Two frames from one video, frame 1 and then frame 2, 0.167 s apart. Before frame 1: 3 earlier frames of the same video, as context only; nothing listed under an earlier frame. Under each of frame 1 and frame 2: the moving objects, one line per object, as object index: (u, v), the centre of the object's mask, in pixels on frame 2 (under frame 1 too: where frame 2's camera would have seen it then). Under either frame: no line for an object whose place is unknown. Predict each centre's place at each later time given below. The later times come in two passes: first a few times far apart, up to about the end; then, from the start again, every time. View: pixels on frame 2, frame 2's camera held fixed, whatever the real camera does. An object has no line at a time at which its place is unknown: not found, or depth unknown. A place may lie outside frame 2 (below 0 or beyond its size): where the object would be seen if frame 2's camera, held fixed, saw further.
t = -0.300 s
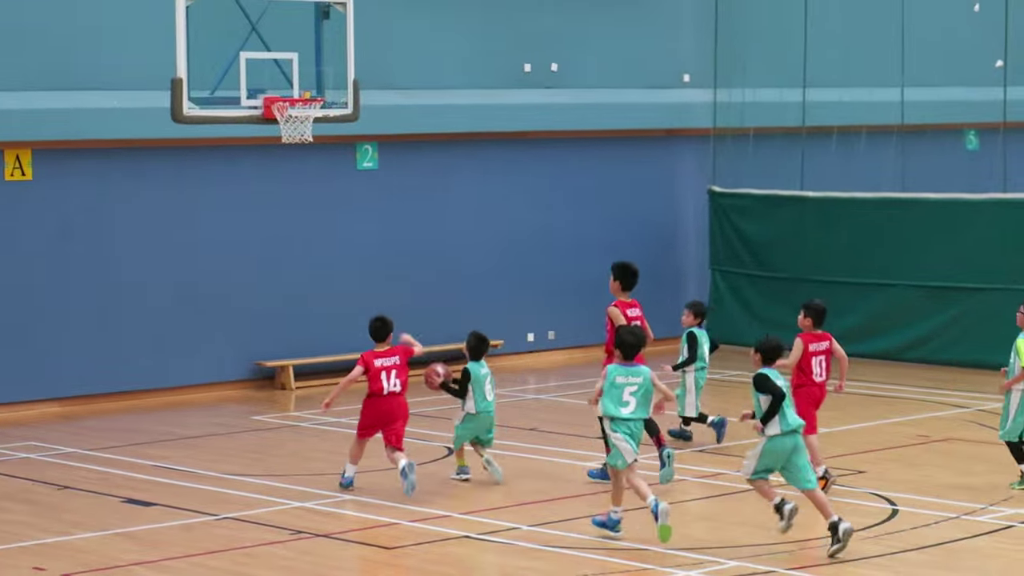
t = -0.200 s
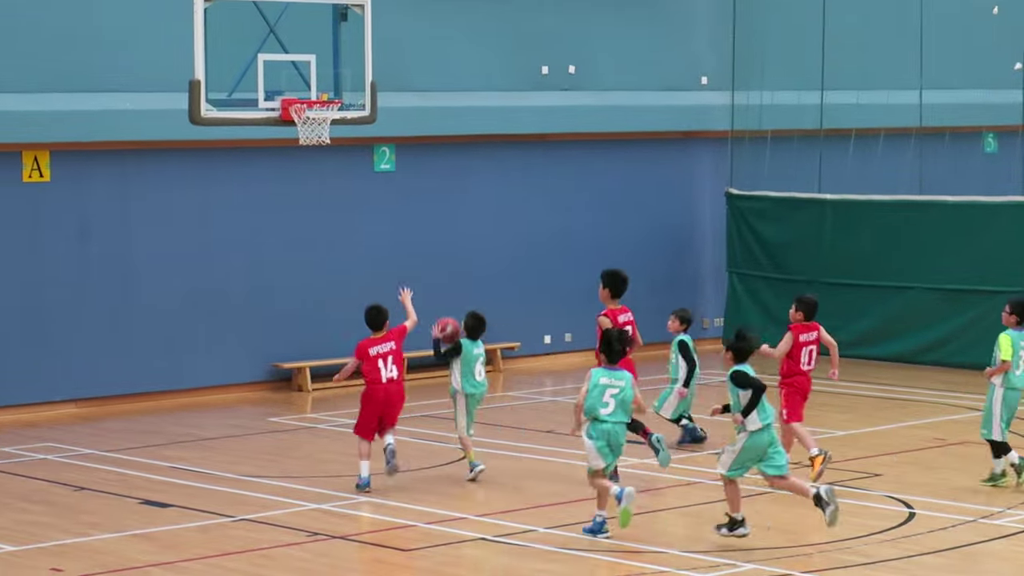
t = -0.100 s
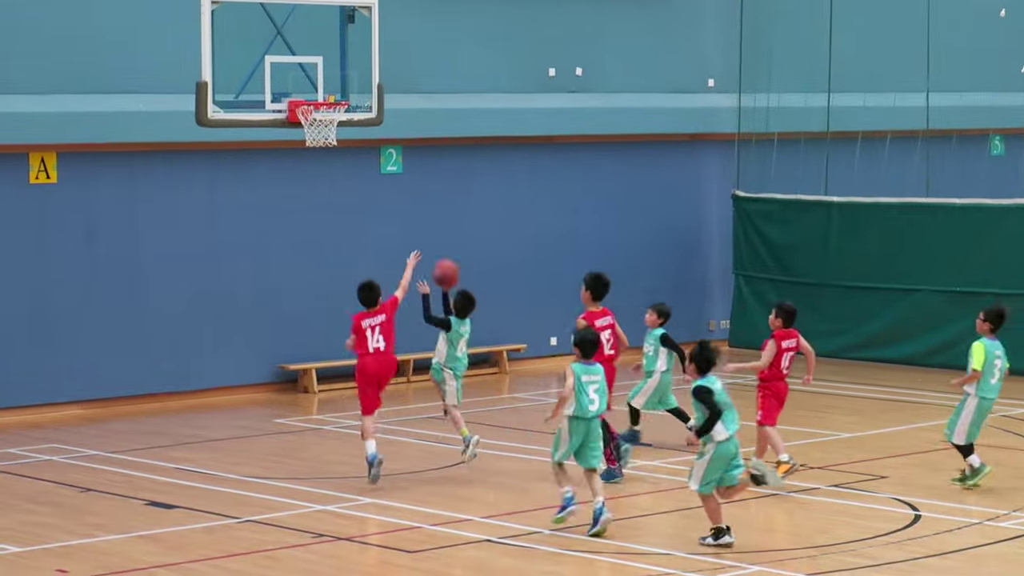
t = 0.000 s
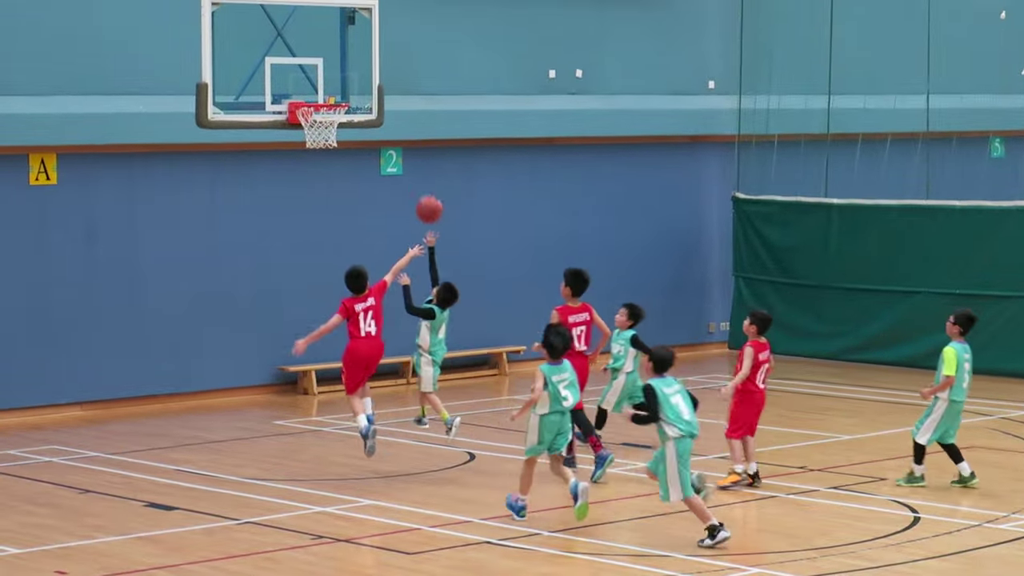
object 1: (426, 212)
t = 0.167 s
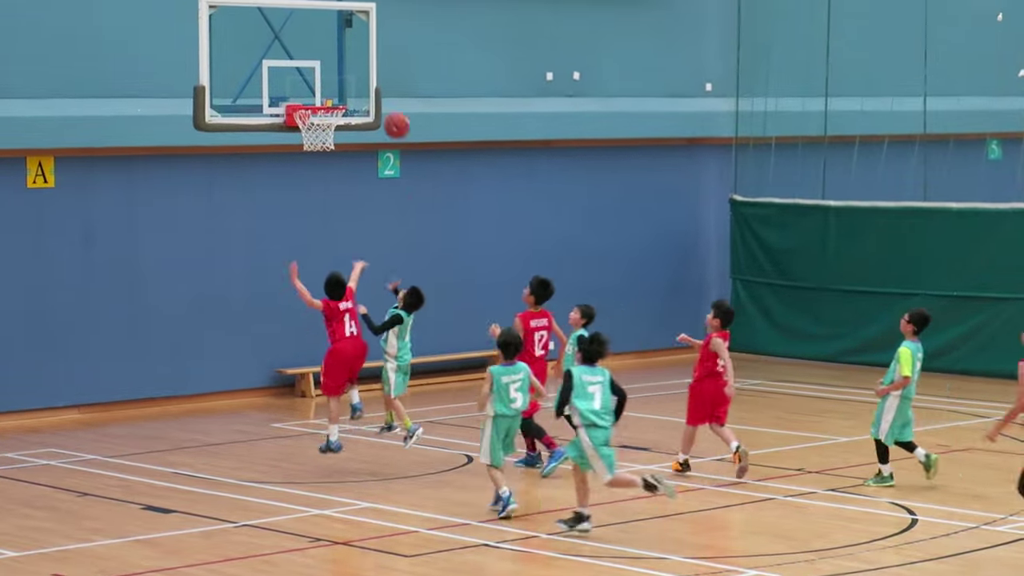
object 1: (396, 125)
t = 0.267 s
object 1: (380, 90)
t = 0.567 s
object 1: (333, 54)
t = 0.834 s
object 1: (325, 98)
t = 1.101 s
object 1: (323, 129)
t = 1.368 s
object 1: (307, 164)
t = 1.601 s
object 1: (301, 250)
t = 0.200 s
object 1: (391, 112)
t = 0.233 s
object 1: (386, 100)
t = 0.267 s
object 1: (380, 90)
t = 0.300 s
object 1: (374, 81)
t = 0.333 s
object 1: (369, 73)
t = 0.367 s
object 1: (364, 66)
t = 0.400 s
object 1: (359, 61)
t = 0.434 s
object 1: (354, 57)
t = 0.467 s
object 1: (348, 54)
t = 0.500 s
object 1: (343, 53)
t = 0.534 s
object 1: (338, 53)
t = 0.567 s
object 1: (333, 54)
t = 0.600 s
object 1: (328, 57)
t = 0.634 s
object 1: (323, 60)
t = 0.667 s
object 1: (318, 65)
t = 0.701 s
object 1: (314, 72)
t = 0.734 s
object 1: (313, 78)
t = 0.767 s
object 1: (317, 84)
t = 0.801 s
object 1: (321, 92)
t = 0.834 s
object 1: (325, 98)
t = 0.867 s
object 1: (328, 112)
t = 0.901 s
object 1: (333, 120)
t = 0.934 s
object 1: (335, 125)
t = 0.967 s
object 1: (335, 125)
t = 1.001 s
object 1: (334, 125)
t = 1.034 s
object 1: (330, 125)
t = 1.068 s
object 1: (326, 126)
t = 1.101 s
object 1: (323, 129)
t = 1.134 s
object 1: (320, 132)
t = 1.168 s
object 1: (321, 142)
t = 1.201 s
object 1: (314, 146)
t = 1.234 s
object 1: (313, 146)
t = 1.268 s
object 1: (310, 150)
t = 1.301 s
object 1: (309, 154)
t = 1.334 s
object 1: (307, 157)
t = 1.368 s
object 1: (307, 164)
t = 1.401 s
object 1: (305, 173)
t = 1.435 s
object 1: (305, 184)
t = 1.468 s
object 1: (304, 195)
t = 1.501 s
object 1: (303, 207)
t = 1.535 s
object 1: (302, 221)
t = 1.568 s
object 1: (301, 235)
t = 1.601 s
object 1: (301, 250)
